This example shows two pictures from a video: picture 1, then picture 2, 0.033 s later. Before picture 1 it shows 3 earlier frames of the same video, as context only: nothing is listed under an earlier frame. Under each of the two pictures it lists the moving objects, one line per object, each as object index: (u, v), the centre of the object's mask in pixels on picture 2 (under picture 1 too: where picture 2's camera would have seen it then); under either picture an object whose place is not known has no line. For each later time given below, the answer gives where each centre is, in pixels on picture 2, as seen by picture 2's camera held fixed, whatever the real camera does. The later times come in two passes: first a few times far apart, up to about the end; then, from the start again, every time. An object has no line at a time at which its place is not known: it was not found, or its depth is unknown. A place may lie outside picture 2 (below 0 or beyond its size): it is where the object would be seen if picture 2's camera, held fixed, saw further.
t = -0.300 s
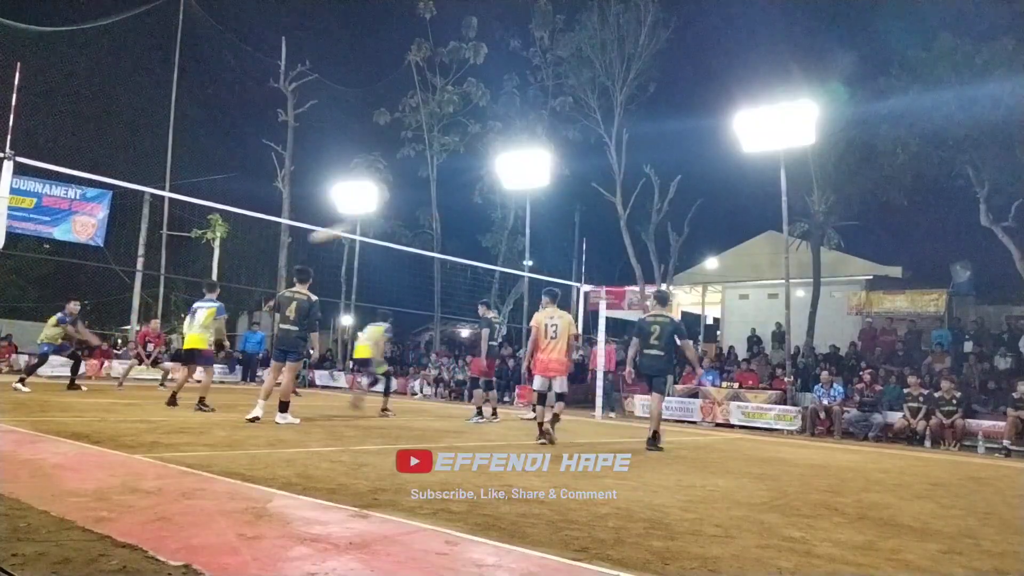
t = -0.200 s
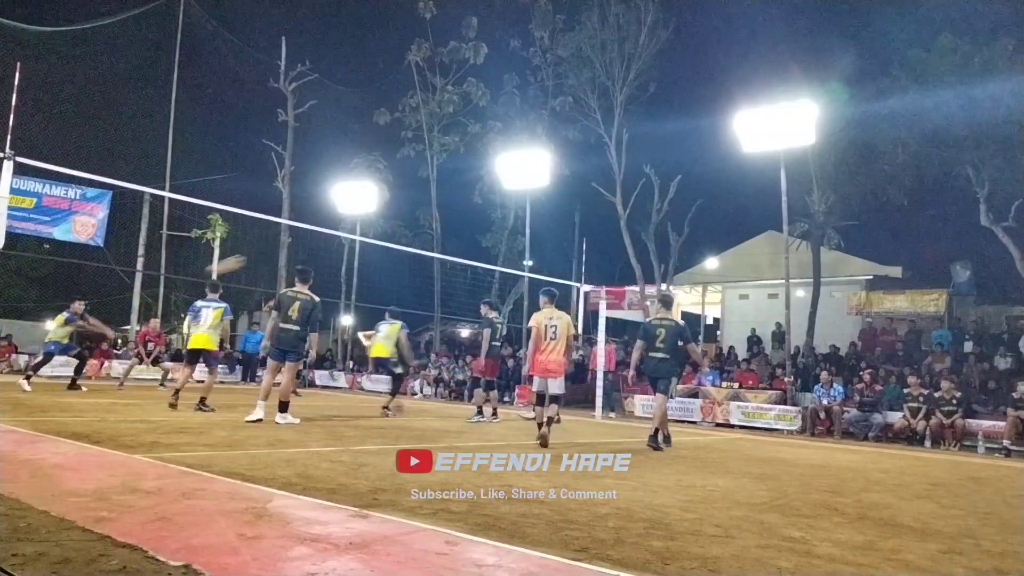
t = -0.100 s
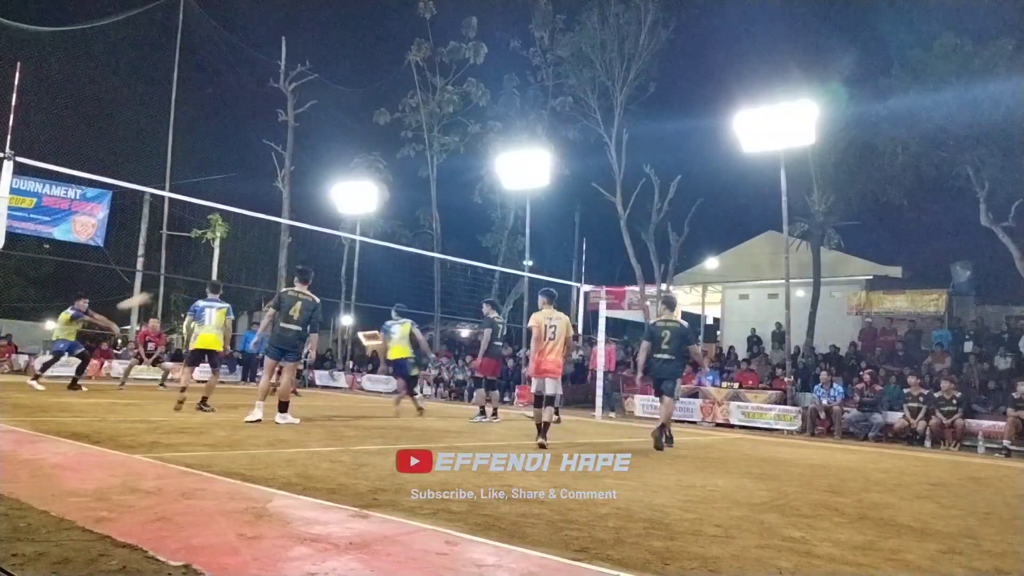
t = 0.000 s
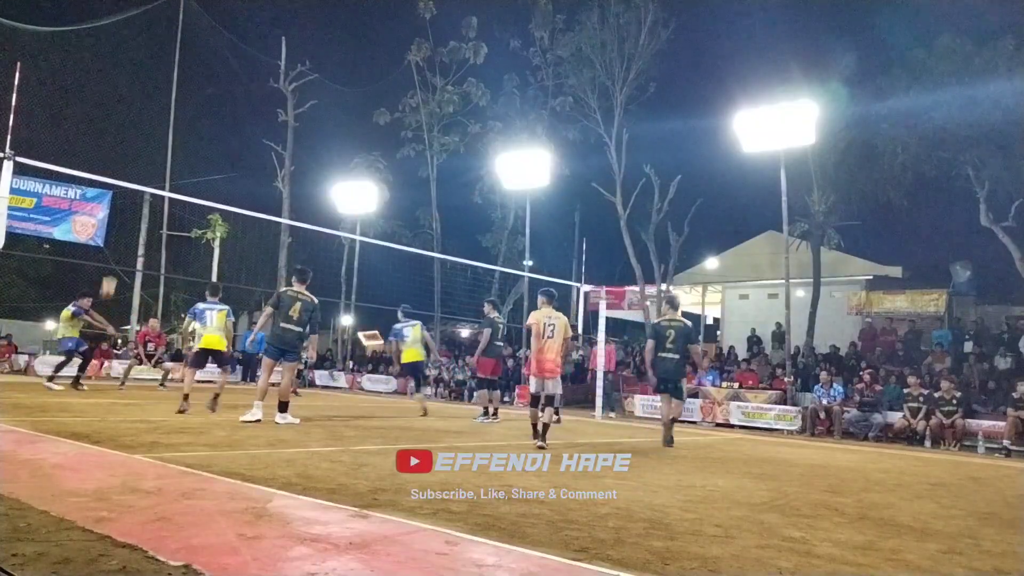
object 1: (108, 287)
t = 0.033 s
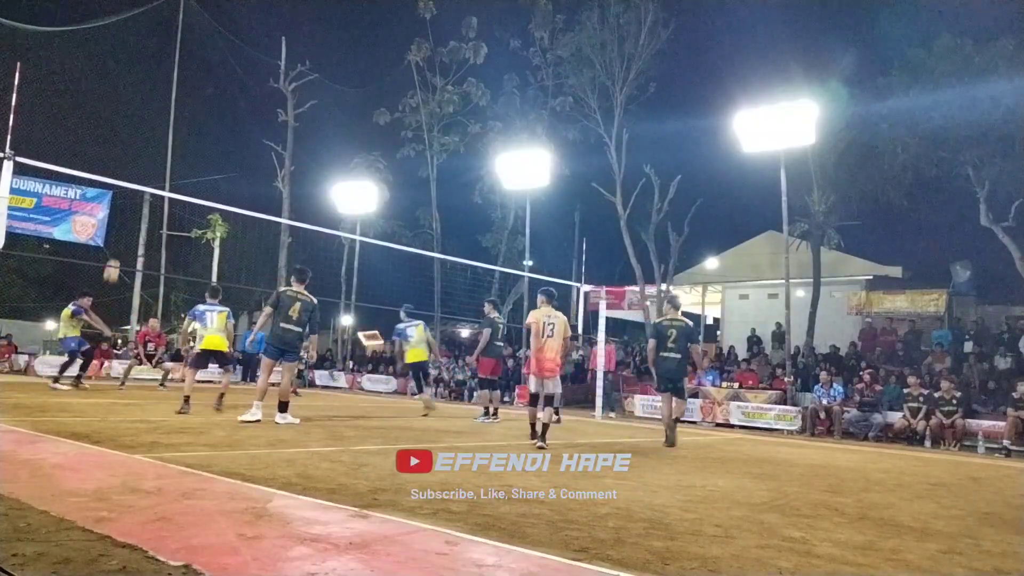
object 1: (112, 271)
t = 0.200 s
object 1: (127, 200)
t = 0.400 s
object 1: (140, 136)
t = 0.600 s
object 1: (149, 93)
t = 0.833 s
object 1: (156, 71)
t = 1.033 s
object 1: (160, 77)
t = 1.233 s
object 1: (160, 108)
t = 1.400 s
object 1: (157, 153)
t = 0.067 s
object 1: (115, 256)
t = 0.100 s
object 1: (118, 241)
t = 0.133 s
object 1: (121, 227)
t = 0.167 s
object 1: (124, 213)
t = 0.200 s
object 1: (127, 200)
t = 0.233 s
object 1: (129, 188)
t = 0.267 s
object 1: (132, 175)
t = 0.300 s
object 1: (134, 166)
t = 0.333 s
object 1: (136, 155)
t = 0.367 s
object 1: (138, 145)
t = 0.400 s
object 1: (140, 136)
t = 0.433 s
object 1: (142, 127)
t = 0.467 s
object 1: (144, 119)
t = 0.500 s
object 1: (145, 112)
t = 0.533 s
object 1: (147, 105)
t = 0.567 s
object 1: (148, 99)
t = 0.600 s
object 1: (149, 93)
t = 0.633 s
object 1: (151, 89)
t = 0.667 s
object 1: (152, 84)
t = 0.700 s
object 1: (153, 80)
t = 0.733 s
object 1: (154, 77)
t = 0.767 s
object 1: (155, 74)
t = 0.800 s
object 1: (156, 72)
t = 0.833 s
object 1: (156, 71)
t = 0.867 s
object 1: (157, 70)
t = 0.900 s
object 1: (158, 71)
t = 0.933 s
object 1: (158, 71)
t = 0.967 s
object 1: (159, 72)
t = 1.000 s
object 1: (159, 75)
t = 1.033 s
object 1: (160, 77)
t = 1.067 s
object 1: (160, 81)
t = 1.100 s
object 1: (160, 84)
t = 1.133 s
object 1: (160, 90)
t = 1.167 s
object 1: (160, 95)
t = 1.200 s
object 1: (160, 101)
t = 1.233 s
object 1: (160, 108)
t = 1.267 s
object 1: (159, 116)
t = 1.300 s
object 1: (159, 123)
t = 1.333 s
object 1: (159, 133)
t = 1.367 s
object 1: (158, 143)
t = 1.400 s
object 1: (157, 153)
